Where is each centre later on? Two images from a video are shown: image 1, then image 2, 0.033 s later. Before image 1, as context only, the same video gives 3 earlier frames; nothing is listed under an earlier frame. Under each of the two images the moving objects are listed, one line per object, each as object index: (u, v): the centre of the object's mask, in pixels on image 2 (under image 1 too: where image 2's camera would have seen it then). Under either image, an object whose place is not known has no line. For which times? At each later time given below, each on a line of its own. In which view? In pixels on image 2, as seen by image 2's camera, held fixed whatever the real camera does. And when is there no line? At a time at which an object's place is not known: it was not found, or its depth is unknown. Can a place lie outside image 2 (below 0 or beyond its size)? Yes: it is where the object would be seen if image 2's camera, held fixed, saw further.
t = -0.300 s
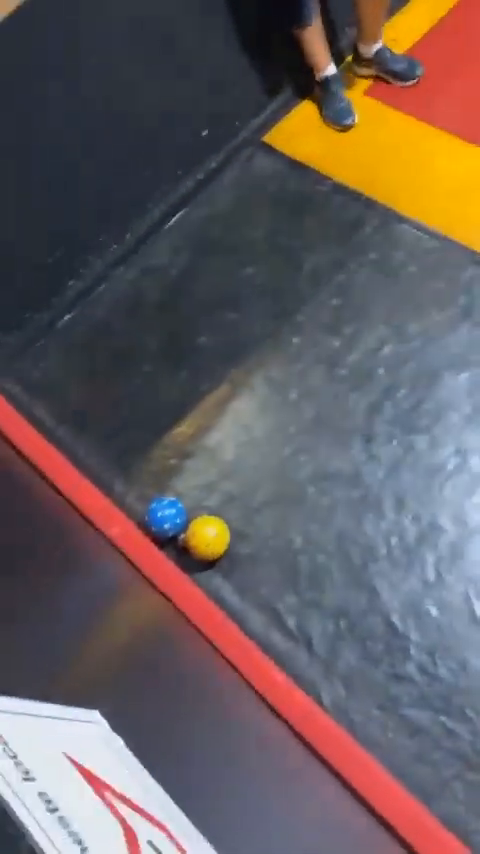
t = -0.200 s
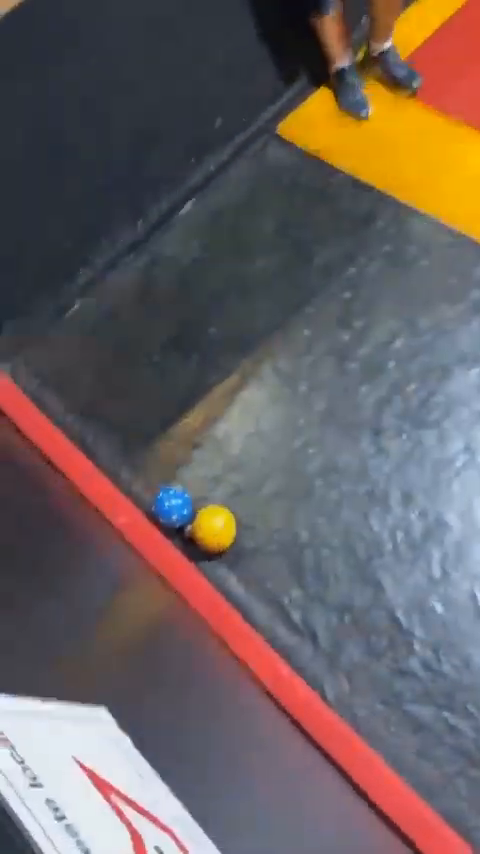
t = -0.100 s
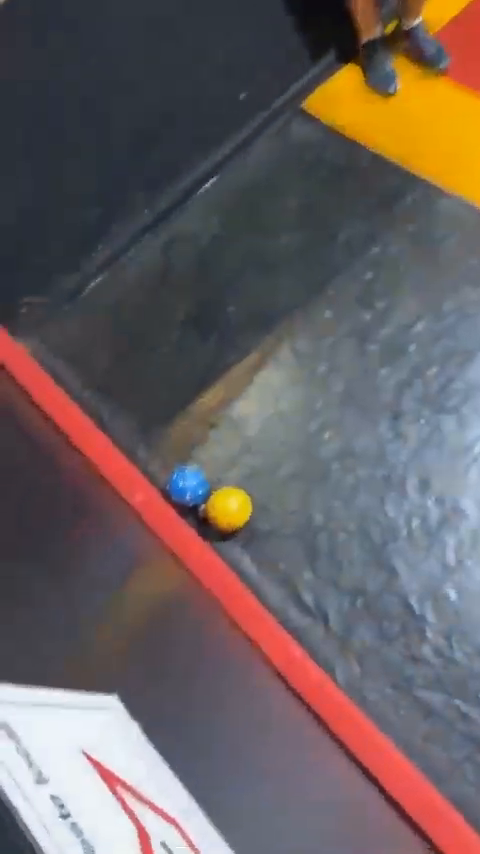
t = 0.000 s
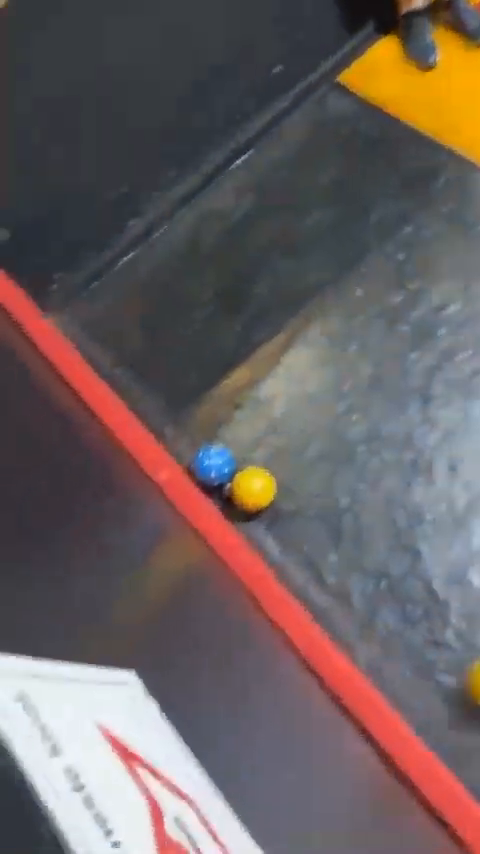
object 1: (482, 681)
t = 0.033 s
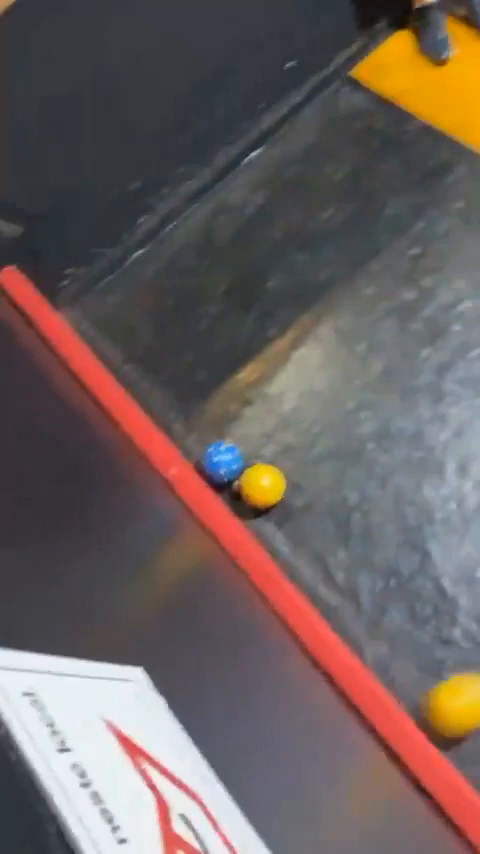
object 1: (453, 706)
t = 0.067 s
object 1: (434, 703)
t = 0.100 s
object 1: (425, 688)
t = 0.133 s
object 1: (414, 673)
